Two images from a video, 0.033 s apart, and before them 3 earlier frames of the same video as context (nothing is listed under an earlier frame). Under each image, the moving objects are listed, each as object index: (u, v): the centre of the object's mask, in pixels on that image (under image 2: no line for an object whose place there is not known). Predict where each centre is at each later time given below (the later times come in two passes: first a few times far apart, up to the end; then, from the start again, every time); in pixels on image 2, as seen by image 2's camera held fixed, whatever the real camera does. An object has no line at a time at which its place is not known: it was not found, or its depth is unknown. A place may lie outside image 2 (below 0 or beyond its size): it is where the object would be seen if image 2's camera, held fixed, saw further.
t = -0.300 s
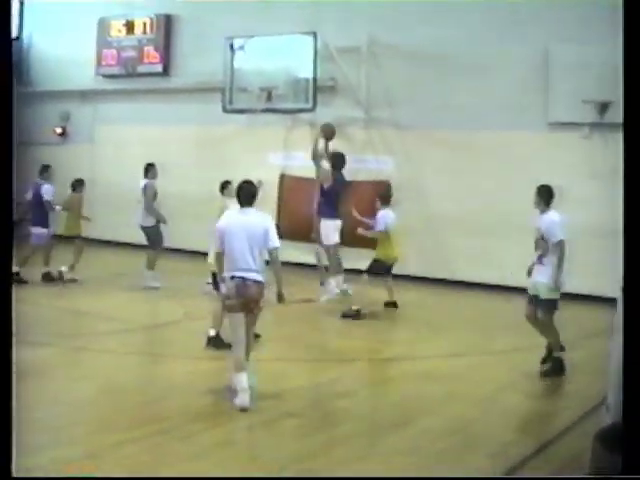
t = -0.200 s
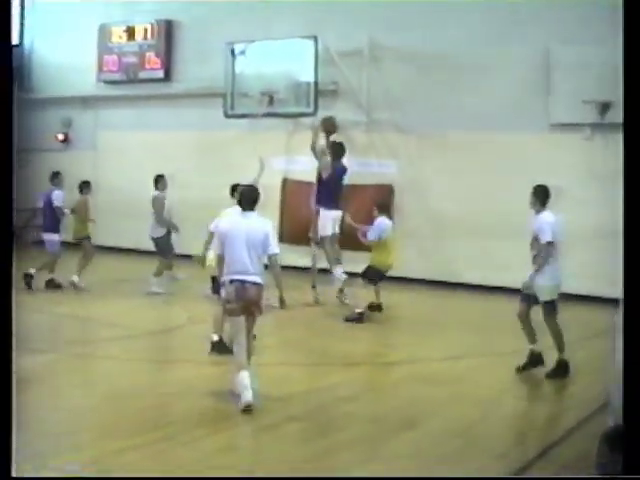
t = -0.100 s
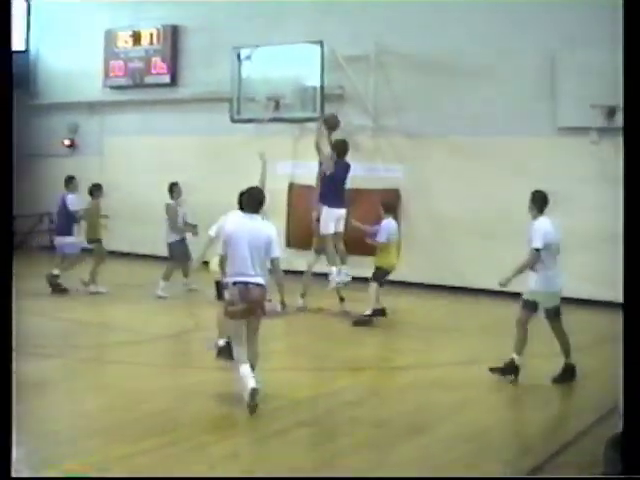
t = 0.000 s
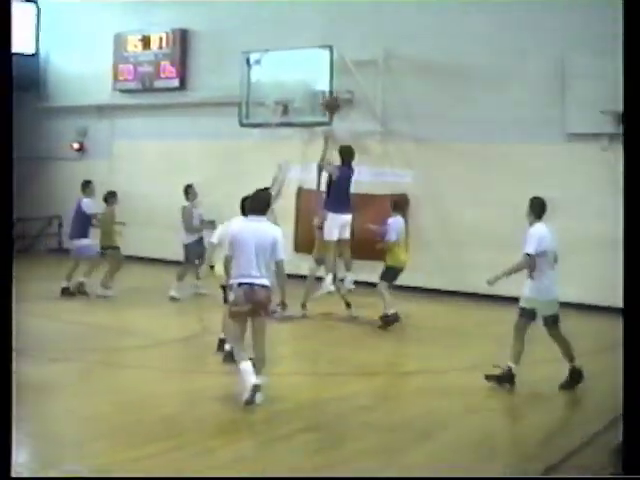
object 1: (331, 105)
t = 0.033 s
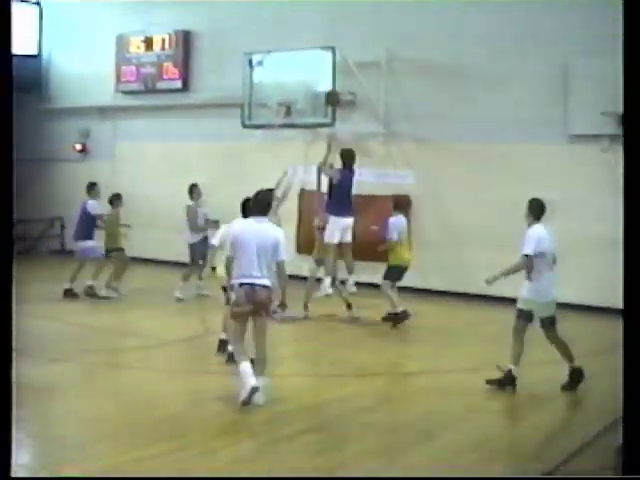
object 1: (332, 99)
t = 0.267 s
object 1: (313, 65)
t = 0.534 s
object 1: (292, 74)
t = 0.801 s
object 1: (265, 100)
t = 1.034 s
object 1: (268, 94)
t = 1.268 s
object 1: (271, 123)
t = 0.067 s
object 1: (329, 91)
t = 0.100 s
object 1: (327, 84)
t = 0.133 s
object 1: (324, 79)
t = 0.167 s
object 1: (321, 74)
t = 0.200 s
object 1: (318, 70)
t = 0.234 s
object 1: (315, 67)
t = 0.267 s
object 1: (313, 65)
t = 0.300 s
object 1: (310, 64)
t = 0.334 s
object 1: (307, 63)
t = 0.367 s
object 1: (305, 63)
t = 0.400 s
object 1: (302, 64)
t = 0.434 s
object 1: (300, 65)
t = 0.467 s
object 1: (297, 68)
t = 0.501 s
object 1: (294, 71)
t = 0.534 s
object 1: (292, 74)
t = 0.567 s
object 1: (290, 78)
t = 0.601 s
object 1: (287, 83)
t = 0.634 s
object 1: (284, 89)
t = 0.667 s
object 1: (282, 95)
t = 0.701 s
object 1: (280, 101)
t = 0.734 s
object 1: (275, 101)
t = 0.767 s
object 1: (268, 101)
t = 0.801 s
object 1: (265, 100)
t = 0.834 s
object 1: (265, 97)
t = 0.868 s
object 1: (266, 95)
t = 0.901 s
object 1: (267, 93)
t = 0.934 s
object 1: (267, 92)
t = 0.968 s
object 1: (268, 92)
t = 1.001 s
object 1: (268, 93)
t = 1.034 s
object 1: (268, 94)
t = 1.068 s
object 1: (269, 95)
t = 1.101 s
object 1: (269, 99)
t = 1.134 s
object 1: (270, 102)
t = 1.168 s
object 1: (270, 106)
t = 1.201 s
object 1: (271, 111)
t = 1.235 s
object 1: (271, 118)
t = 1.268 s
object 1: (271, 123)
